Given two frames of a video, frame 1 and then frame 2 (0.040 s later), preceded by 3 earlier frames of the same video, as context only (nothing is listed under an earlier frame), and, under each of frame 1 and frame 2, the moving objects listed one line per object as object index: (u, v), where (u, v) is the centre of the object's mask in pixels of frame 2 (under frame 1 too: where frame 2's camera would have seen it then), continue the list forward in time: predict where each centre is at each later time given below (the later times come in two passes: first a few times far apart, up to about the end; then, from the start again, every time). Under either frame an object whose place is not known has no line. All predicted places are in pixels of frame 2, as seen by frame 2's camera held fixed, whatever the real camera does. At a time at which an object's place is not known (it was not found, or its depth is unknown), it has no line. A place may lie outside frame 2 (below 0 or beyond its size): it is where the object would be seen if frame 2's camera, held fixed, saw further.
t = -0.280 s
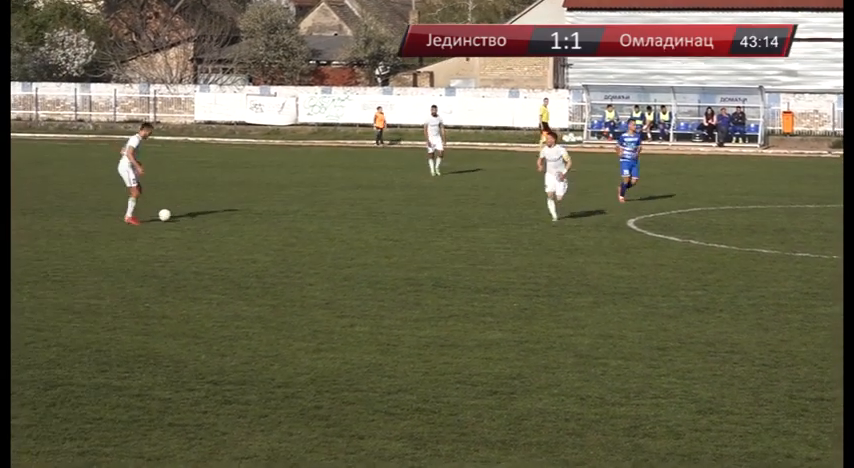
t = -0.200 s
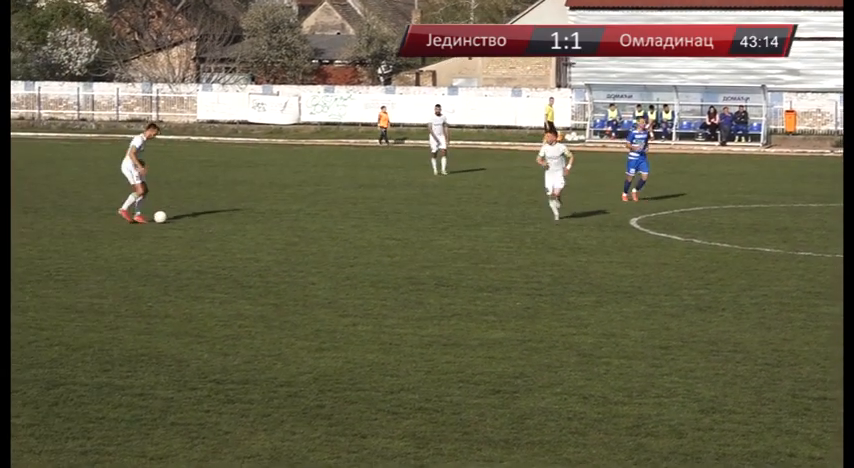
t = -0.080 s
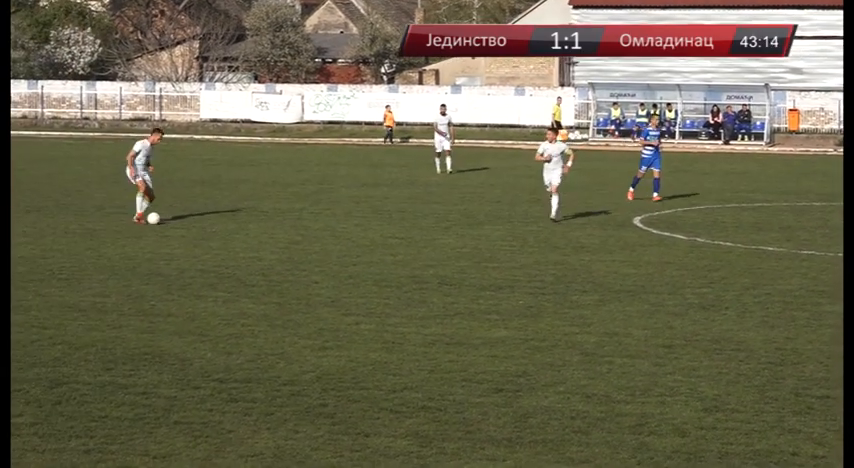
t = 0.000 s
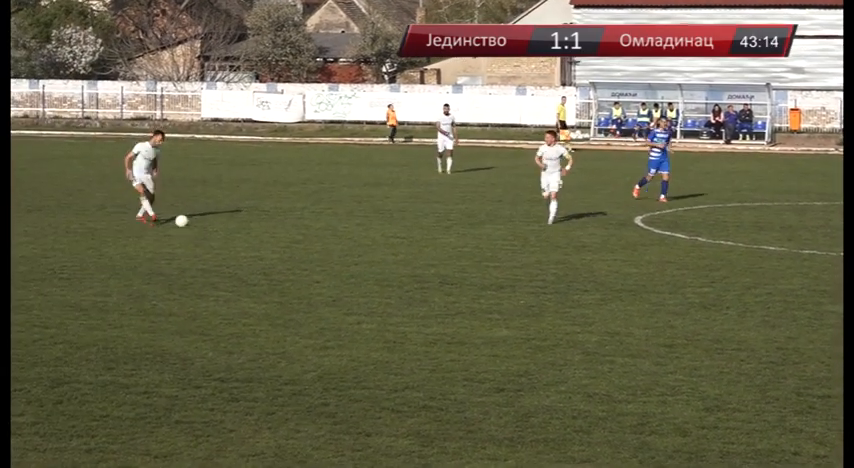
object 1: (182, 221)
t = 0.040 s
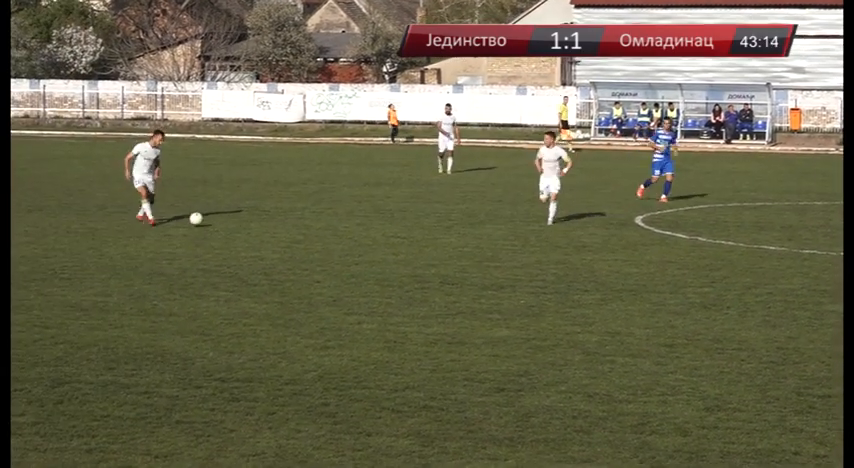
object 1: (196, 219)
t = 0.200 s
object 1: (252, 218)
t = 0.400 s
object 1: (318, 225)
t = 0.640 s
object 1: (384, 233)
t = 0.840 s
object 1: (438, 237)
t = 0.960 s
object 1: (472, 238)
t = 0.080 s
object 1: (210, 217)
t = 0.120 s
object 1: (224, 216)
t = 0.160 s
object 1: (238, 217)
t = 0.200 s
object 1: (252, 218)
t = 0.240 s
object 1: (267, 220)
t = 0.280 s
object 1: (281, 223)
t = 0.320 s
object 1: (296, 227)
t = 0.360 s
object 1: (307, 226)
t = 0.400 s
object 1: (318, 225)
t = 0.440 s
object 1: (329, 224)
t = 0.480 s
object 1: (340, 225)
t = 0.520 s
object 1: (350, 227)
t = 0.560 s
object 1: (362, 229)
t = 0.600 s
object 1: (373, 232)
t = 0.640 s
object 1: (384, 233)
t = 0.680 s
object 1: (394, 233)
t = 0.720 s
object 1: (405, 234)
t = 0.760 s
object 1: (416, 235)
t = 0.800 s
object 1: (427, 237)
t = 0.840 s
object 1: (438, 237)
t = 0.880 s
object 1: (449, 236)
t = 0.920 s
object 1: (460, 237)
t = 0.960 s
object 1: (472, 238)
